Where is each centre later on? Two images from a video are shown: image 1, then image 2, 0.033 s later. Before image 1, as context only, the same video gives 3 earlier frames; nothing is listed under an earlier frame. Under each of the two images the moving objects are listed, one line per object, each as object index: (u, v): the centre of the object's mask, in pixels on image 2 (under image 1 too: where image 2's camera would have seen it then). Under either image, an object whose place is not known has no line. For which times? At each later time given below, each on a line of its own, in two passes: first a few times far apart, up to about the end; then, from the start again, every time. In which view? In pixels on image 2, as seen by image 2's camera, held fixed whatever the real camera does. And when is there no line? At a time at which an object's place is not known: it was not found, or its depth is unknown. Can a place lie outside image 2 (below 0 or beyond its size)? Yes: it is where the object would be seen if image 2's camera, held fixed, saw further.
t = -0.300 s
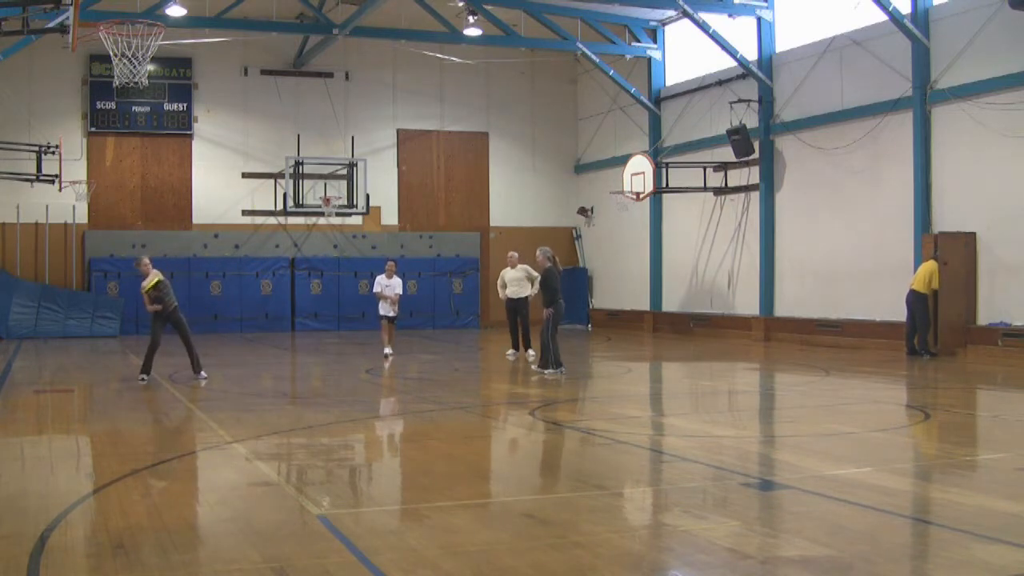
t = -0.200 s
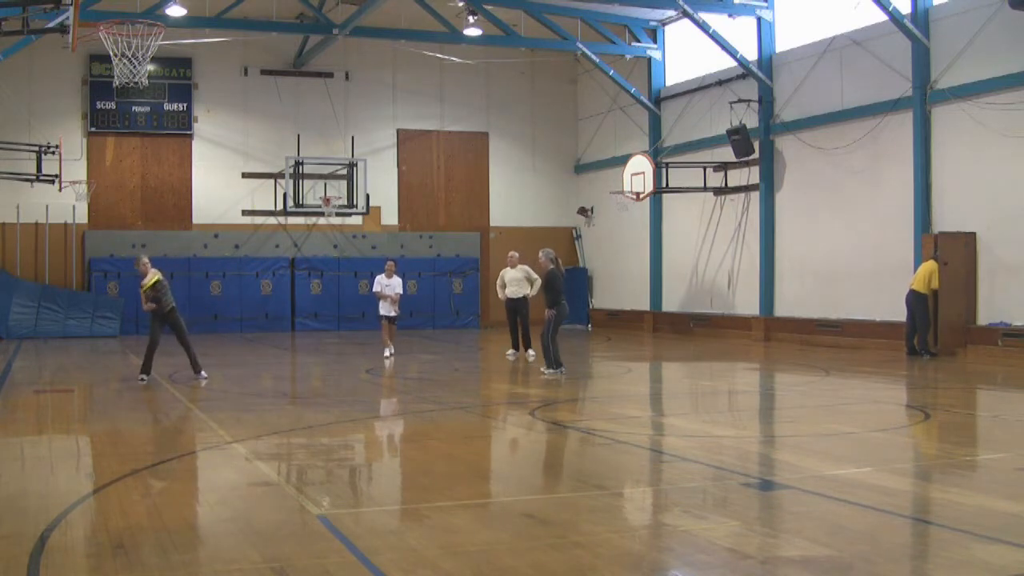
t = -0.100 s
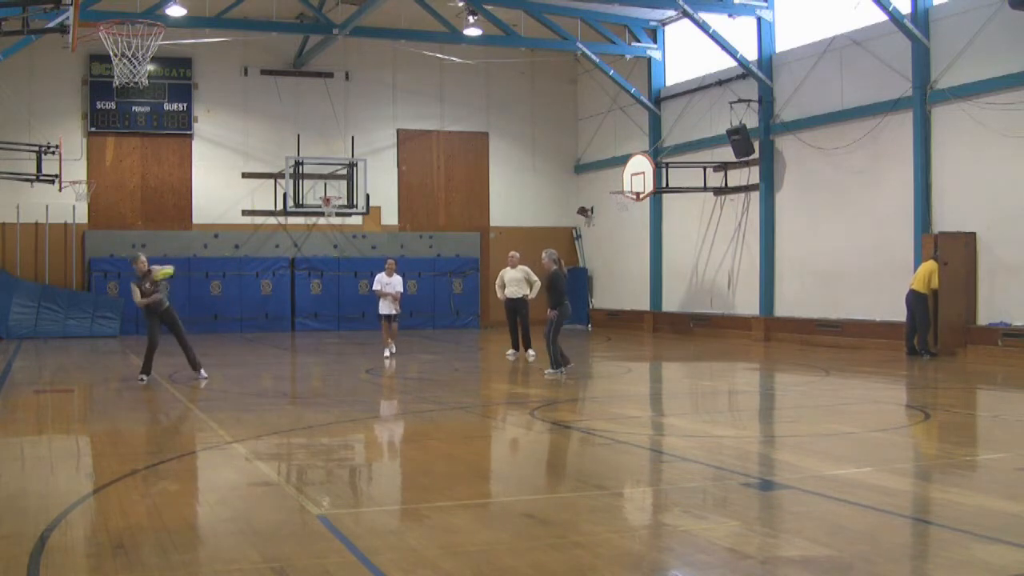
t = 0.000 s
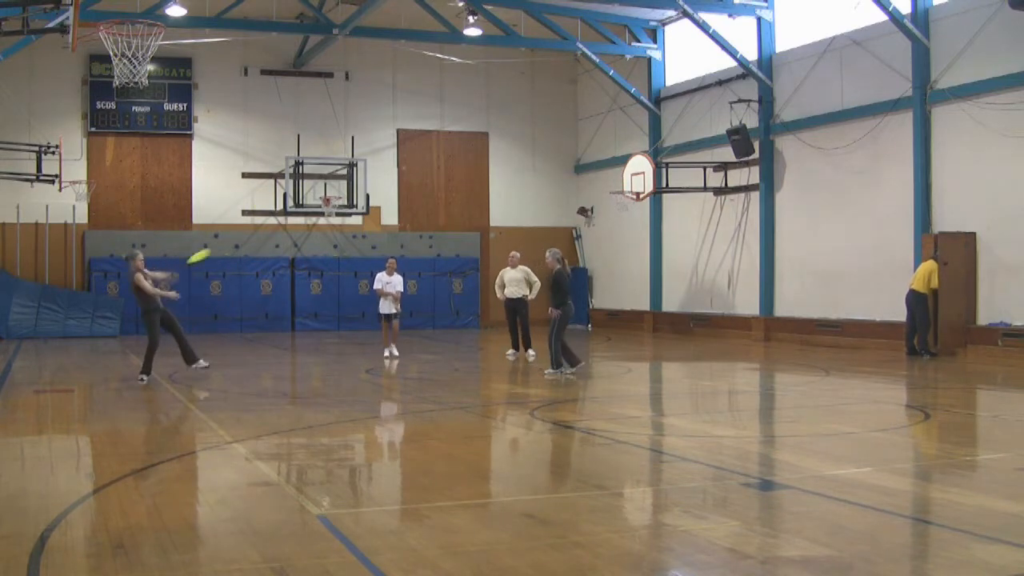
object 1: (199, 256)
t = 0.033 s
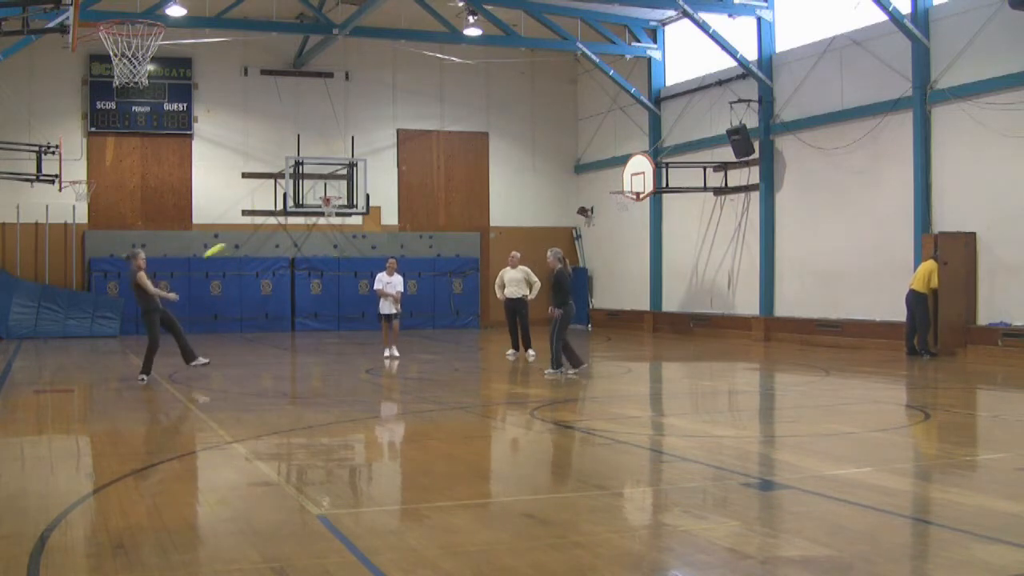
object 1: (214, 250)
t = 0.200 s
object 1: (288, 229)
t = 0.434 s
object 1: (383, 229)
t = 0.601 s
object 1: (440, 247)
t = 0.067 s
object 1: (229, 244)
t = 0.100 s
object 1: (244, 240)
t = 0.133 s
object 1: (260, 235)
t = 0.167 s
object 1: (274, 232)
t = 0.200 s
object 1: (288, 229)
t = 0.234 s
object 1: (303, 227)
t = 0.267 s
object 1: (317, 226)
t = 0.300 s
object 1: (331, 225)
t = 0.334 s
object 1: (342, 227)
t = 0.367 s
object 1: (356, 226)
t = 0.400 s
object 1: (369, 227)
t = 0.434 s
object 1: (383, 229)
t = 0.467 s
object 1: (394, 231)
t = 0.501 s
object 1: (405, 234)
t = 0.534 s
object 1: (417, 238)
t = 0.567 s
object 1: (429, 242)
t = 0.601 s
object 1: (440, 247)
